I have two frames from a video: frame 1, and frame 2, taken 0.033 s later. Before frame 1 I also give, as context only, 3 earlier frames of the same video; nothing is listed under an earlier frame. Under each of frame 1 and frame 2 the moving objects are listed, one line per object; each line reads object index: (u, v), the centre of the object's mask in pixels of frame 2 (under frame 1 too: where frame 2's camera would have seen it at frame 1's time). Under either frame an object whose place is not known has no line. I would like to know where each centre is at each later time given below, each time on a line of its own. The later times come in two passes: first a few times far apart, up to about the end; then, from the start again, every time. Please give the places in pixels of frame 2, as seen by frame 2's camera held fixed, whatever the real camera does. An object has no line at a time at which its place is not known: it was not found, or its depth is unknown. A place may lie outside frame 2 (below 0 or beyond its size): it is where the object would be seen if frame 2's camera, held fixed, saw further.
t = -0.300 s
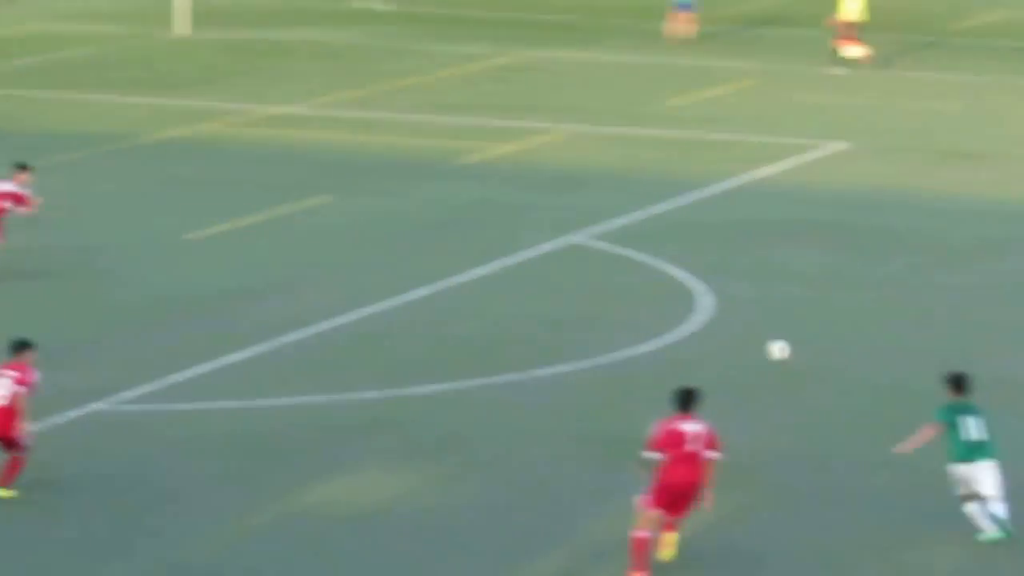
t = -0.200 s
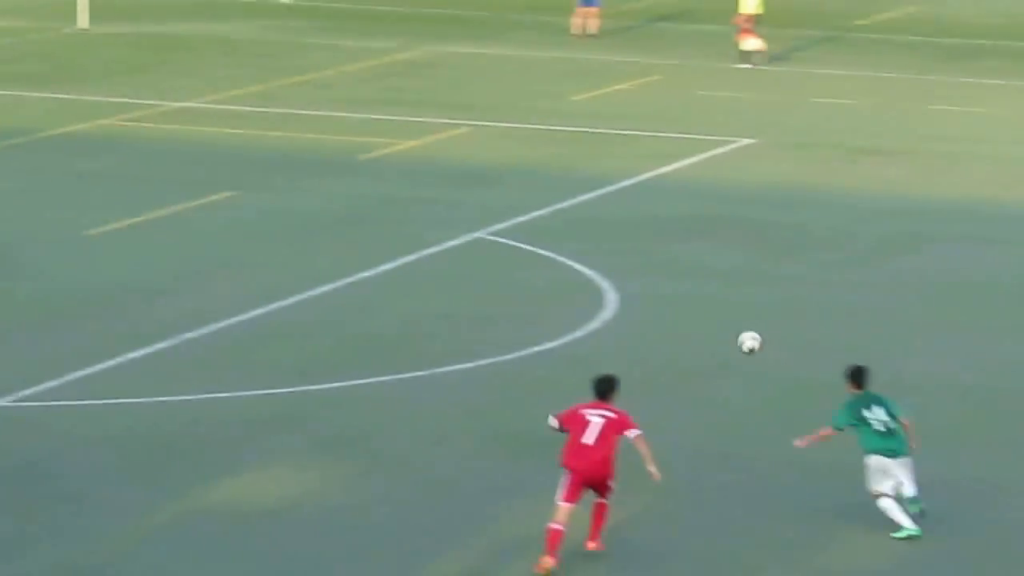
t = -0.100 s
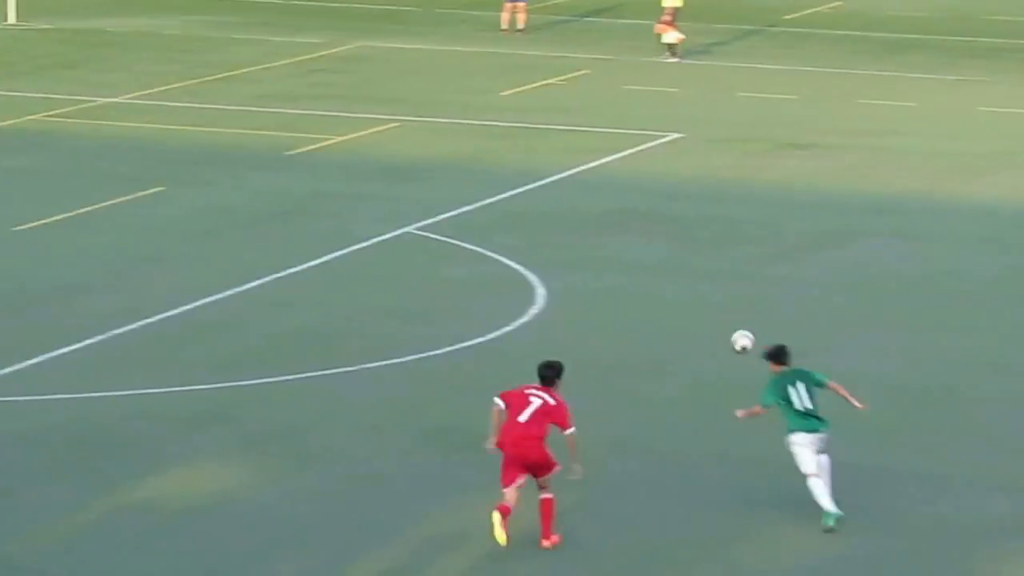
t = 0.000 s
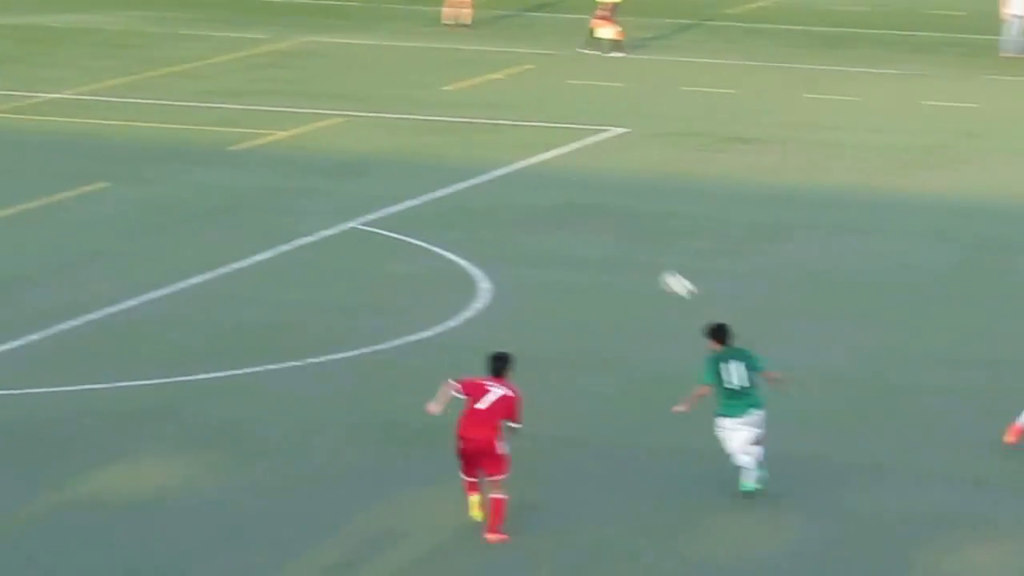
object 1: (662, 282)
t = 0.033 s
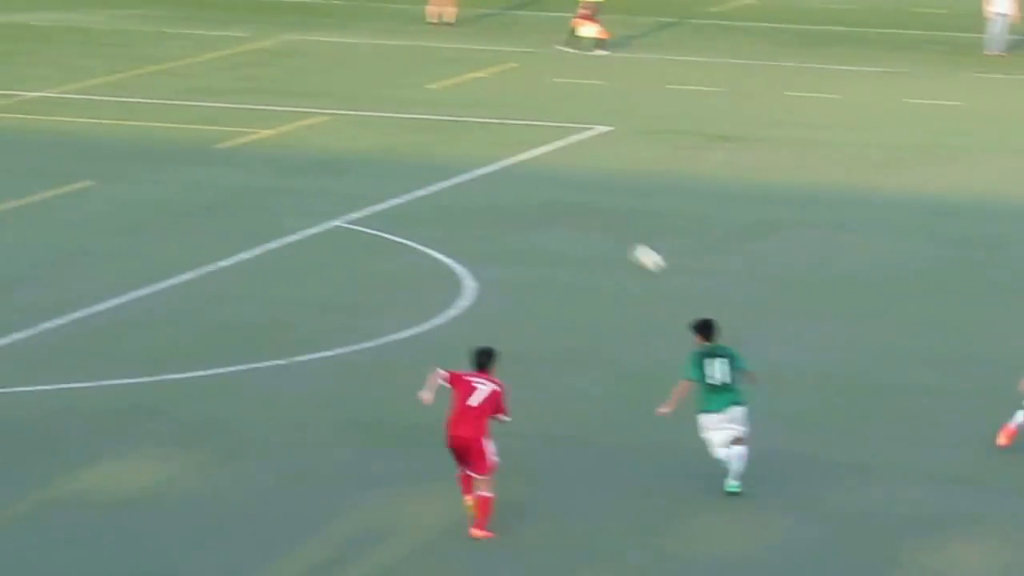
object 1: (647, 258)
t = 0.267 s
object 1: (548, 129)
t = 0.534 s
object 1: (445, 60)
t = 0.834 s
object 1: (332, 65)
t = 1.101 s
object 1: (235, 141)
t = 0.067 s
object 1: (632, 236)
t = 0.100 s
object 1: (619, 215)
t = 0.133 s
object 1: (604, 194)
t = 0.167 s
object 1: (590, 176)
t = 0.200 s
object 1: (576, 159)
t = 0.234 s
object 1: (560, 144)
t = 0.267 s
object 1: (548, 129)
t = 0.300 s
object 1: (534, 115)
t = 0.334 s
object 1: (520, 103)
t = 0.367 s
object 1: (507, 93)
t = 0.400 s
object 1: (496, 84)
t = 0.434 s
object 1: (482, 76)
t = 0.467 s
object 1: (470, 69)
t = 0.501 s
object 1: (457, 64)
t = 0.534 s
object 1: (445, 60)
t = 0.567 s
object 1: (433, 56)
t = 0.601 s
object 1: (421, 54)
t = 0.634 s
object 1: (409, 52)
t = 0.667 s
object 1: (395, 50)
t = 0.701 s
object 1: (380, 51)
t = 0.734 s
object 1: (367, 53)
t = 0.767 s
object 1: (355, 56)
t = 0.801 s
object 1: (344, 60)
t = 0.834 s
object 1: (332, 65)
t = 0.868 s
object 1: (319, 71)
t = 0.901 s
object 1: (306, 78)
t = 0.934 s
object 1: (294, 86)
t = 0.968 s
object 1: (283, 95)
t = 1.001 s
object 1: (270, 105)
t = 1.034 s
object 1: (258, 116)
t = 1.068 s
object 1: (247, 128)
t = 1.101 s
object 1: (235, 141)
